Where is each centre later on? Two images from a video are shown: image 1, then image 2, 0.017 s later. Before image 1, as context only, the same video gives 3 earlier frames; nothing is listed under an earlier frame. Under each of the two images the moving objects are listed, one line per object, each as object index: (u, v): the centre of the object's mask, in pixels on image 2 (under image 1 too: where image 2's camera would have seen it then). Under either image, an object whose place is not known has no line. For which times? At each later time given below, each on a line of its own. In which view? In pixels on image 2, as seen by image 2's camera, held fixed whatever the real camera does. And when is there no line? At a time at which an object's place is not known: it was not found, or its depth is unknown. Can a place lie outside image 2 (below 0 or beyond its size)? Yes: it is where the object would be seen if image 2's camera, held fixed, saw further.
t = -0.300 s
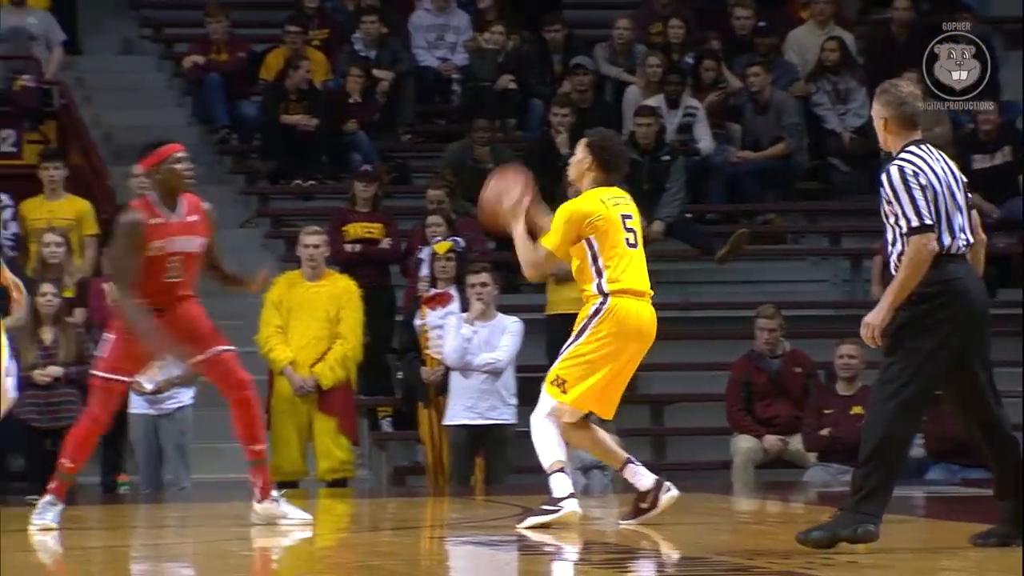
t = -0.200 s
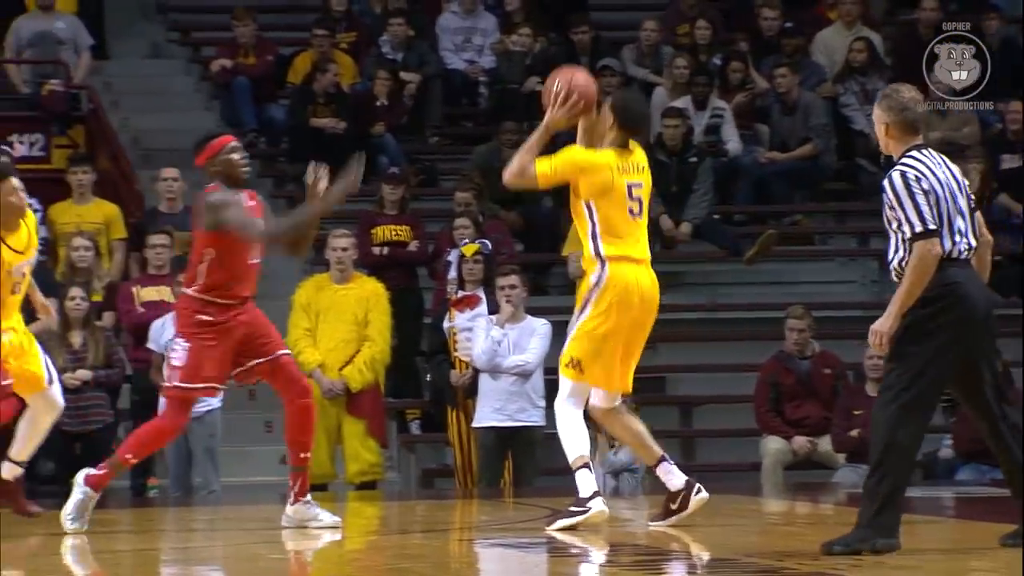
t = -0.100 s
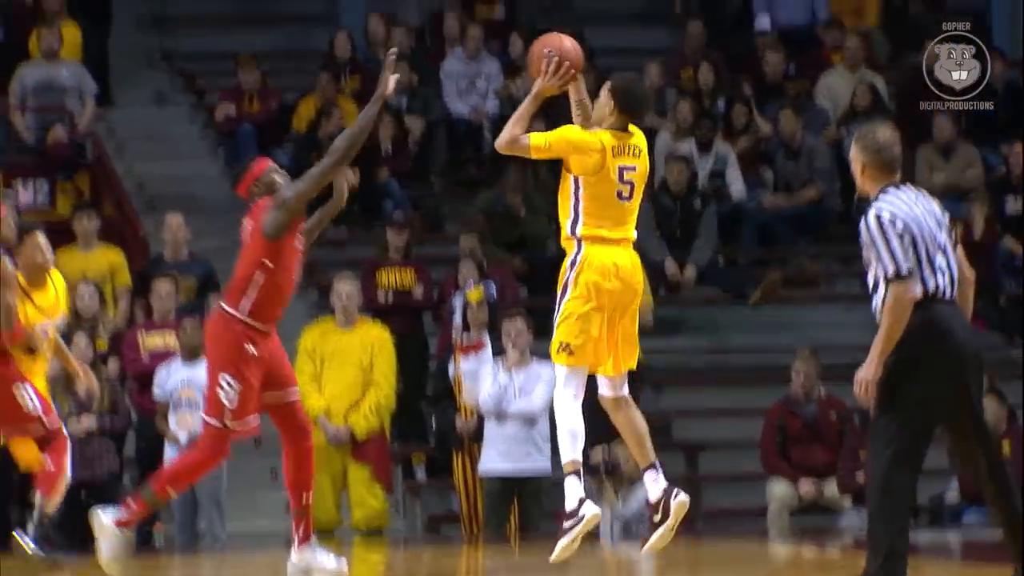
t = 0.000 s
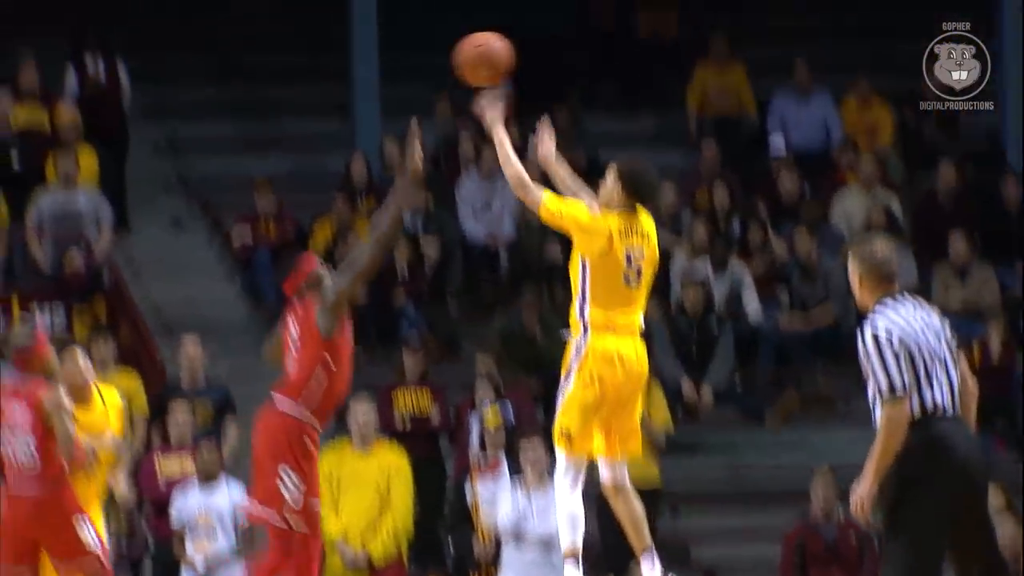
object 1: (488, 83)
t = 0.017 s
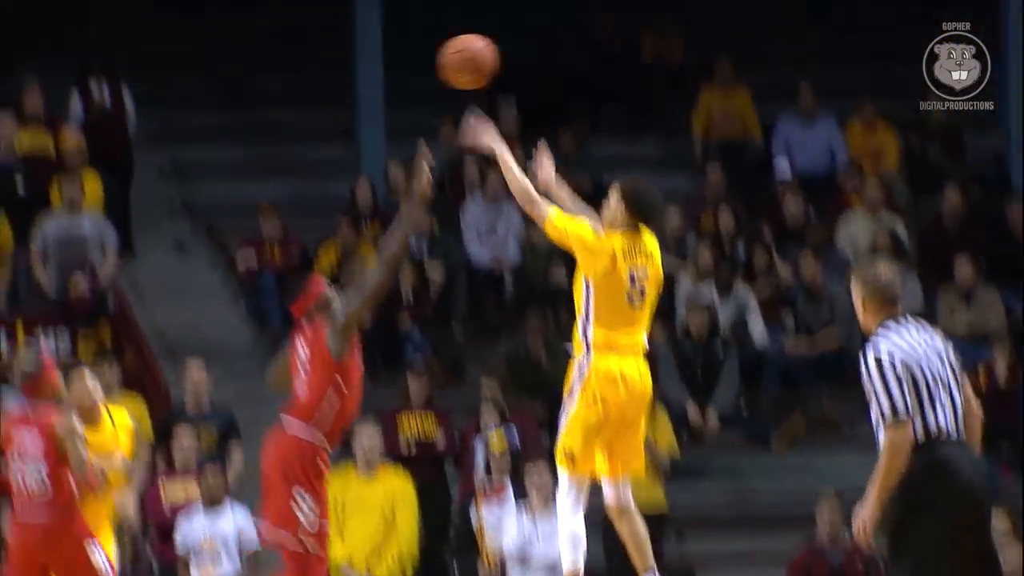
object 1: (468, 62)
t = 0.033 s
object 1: (447, 41)
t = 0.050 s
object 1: (427, 20)
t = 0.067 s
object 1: (407, 0)
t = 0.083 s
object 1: (386, -20)
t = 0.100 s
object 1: (366, -39)
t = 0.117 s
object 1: (346, -57)
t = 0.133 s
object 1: (326, -75)
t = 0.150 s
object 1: (306, -92)
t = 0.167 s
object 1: (285, -109)
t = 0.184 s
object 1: (265, -126)
